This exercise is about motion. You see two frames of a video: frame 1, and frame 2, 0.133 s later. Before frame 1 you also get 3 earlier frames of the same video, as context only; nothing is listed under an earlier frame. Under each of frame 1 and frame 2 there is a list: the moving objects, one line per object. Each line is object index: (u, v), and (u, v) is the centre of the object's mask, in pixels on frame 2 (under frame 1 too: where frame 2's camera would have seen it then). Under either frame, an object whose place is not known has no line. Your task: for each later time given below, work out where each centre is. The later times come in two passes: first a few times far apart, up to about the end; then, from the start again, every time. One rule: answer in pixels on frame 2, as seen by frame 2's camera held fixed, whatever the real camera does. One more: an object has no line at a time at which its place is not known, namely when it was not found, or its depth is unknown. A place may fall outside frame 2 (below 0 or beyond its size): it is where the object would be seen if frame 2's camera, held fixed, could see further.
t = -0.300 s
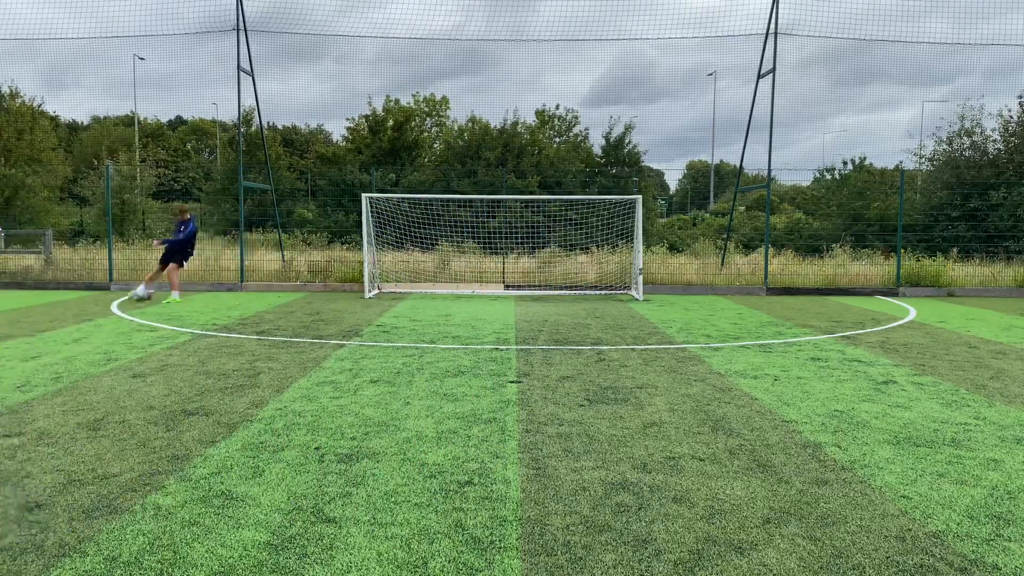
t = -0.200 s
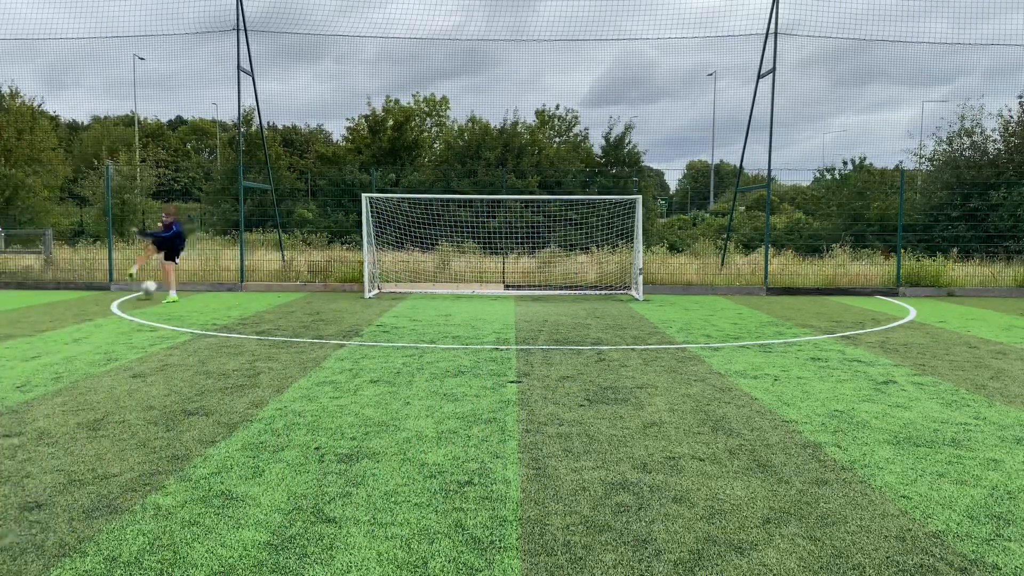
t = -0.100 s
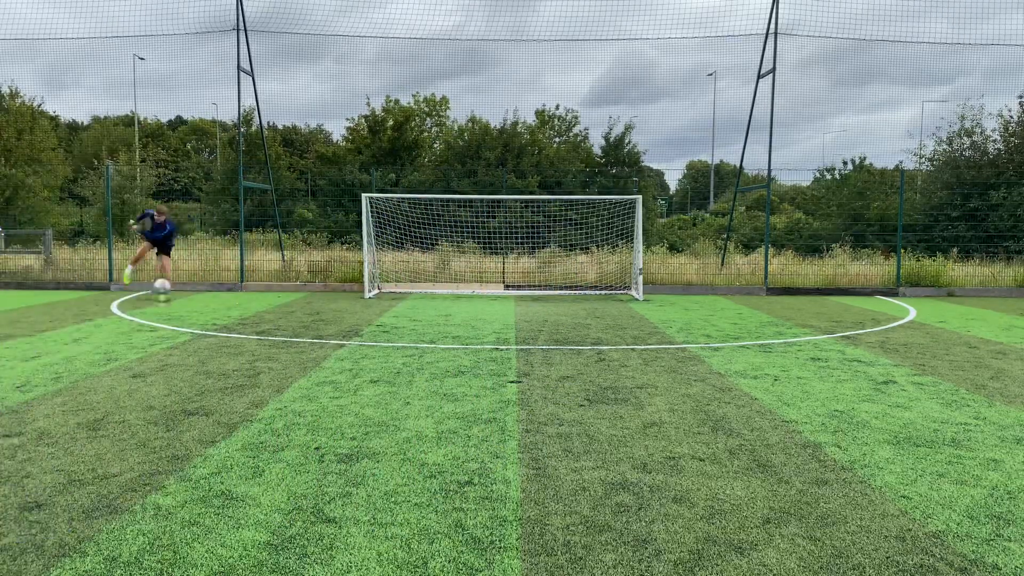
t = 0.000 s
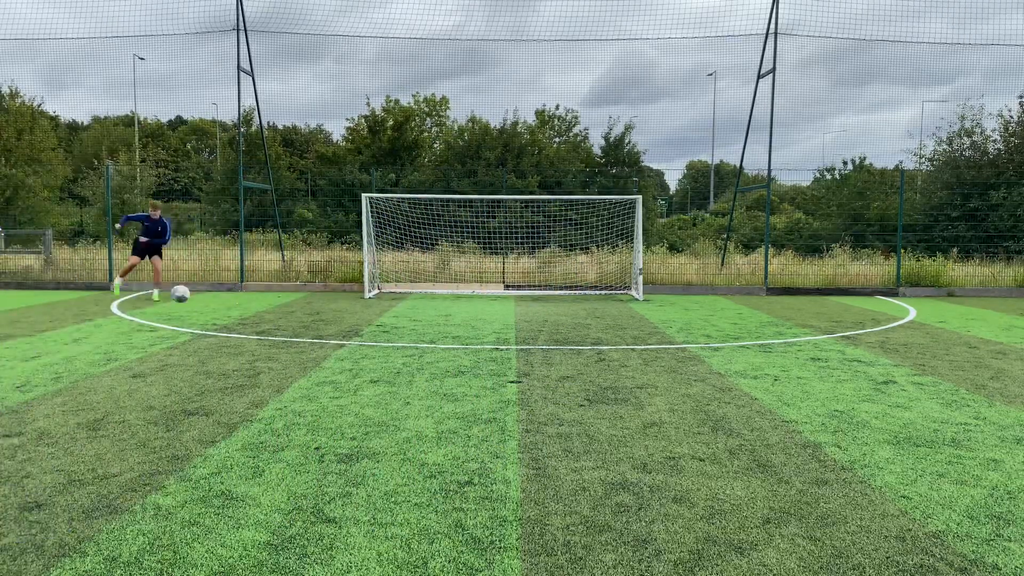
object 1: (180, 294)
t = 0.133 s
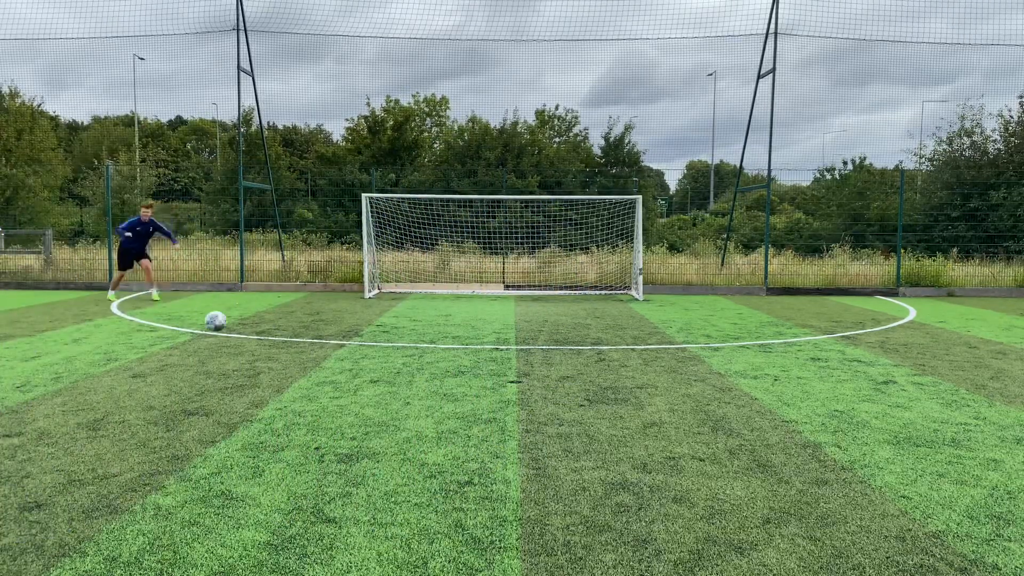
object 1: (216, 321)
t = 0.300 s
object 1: (283, 363)
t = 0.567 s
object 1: (454, 418)
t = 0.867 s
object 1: (824, 531)
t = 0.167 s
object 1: (228, 332)
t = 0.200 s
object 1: (240, 345)
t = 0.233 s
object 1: (255, 362)
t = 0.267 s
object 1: (268, 365)
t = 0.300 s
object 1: (283, 363)
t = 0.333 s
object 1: (300, 363)
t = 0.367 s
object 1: (316, 365)
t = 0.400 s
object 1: (335, 368)
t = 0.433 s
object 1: (354, 373)
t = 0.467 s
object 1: (376, 380)
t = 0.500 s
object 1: (399, 390)
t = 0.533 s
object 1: (426, 402)
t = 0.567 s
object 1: (454, 418)
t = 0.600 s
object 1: (486, 437)
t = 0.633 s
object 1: (521, 461)
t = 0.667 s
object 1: (553, 466)
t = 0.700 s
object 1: (588, 469)
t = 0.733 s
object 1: (627, 475)
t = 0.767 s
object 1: (669, 483)
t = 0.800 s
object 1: (716, 495)
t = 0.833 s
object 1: (767, 510)
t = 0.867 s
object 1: (824, 531)
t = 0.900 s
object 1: (887, 553)
